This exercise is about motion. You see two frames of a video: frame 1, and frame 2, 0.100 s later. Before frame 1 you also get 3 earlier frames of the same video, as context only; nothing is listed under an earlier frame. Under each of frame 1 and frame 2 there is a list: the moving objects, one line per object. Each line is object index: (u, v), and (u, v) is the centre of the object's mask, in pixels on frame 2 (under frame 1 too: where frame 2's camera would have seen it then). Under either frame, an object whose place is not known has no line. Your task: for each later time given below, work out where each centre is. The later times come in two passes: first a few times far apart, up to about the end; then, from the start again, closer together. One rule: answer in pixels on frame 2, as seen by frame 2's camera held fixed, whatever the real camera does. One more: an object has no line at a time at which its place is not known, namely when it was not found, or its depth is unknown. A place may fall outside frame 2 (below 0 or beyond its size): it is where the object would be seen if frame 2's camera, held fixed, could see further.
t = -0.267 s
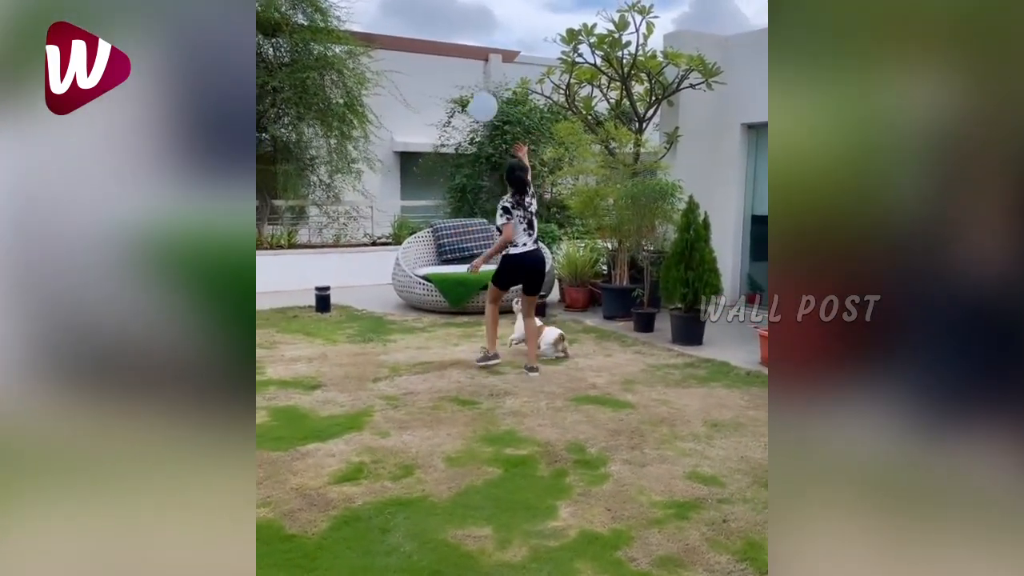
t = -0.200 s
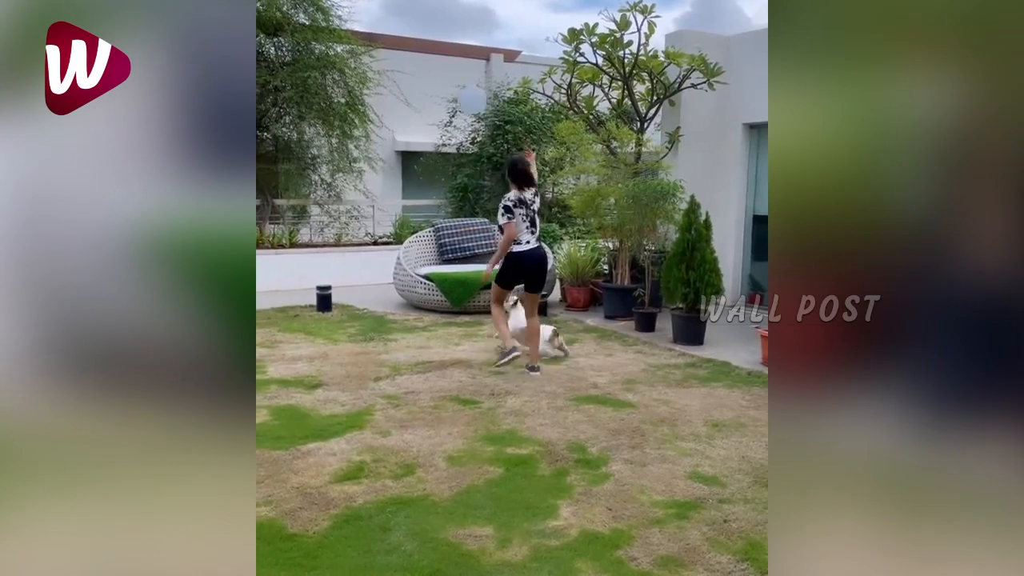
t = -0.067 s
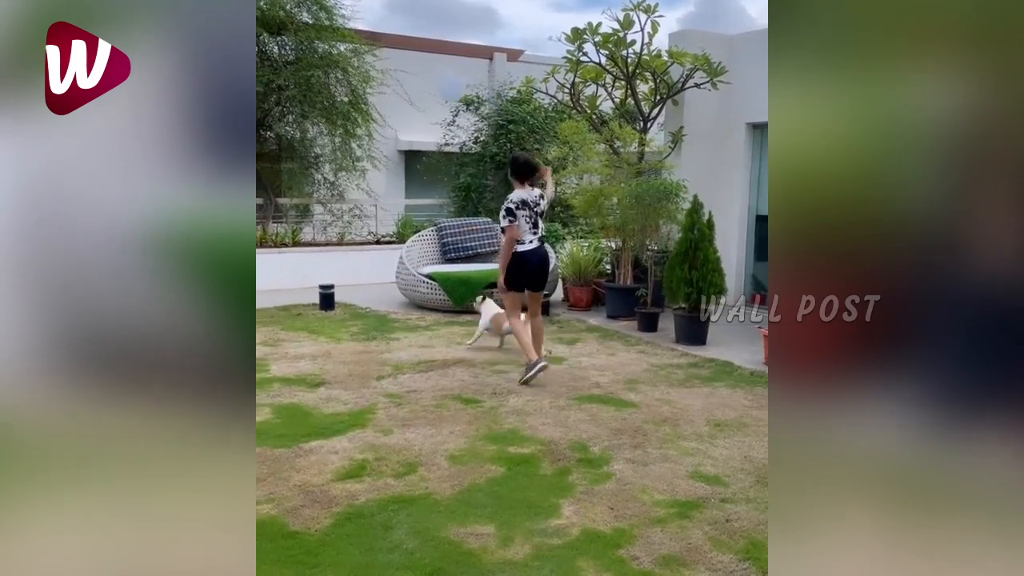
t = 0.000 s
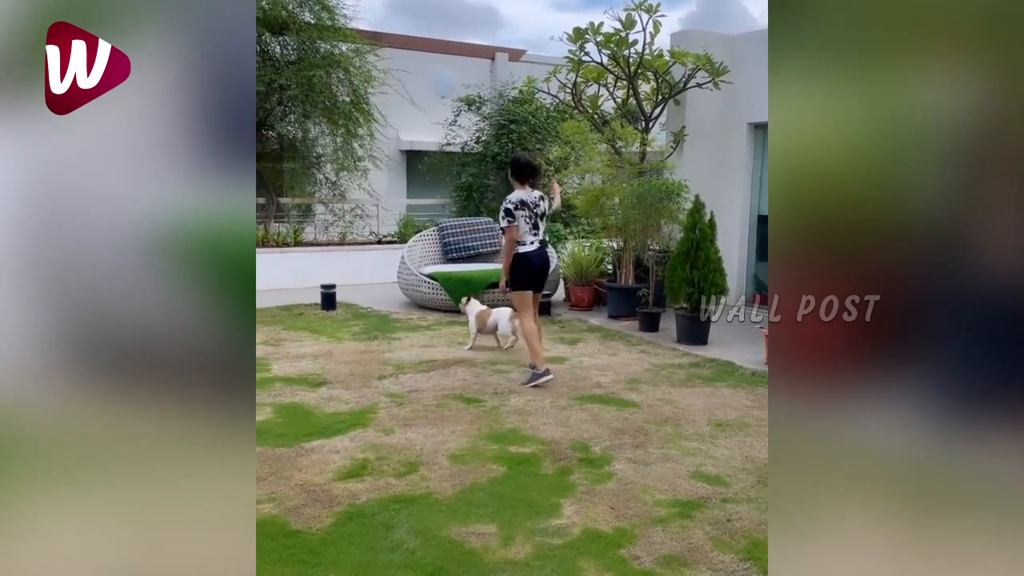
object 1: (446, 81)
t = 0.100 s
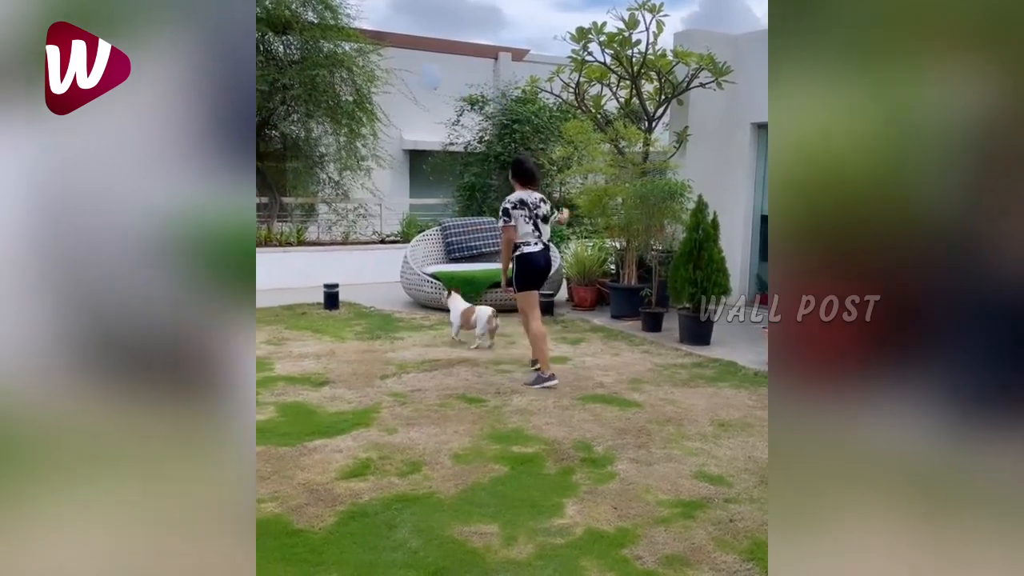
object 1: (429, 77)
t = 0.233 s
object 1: (404, 70)
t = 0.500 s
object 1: (359, 75)
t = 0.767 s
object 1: (319, 87)
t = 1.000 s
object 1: (291, 99)
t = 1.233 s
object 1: (268, 111)
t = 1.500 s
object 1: (248, 124)
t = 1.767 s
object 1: (244, 138)
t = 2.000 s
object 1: (243, 153)
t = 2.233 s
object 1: (244, 168)
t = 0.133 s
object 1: (421, 75)
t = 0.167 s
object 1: (415, 73)
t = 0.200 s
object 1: (409, 72)
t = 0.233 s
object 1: (404, 70)
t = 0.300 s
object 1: (392, 71)
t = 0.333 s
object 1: (385, 71)
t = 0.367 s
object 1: (380, 70)
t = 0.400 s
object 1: (375, 71)
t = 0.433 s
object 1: (371, 72)
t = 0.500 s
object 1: (359, 75)
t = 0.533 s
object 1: (354, 76)
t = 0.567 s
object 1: (349, 77)
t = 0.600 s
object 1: (344, 79)
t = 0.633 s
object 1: (339, 80)
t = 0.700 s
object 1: (329, 84)
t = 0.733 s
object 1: (324, 85)
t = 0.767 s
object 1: (319, 87)
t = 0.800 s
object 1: (315, 88)
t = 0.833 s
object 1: (310, 90)
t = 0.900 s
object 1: (302, 93)
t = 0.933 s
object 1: (298, 95)
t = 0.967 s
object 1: (295, 97)
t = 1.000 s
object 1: (291, 99)
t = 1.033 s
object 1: (288, 101)
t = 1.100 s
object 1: (281, 105)
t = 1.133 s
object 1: (278, 107)
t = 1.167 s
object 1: (275, 108)
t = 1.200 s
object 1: (272, 110)
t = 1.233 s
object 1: (268, 111)
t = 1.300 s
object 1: (261, 114)
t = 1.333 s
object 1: (259, 116)
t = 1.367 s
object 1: (256, 118)
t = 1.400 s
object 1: (254, 119)
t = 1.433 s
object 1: (251, 121)
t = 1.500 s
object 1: (248, 124)
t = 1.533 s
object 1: (247, 126)
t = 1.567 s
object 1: (246, 127)
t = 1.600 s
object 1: (245, 129)
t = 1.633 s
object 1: (244, 131)
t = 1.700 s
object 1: (244, 134)
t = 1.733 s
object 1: (244, 136)
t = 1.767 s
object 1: (244, 138)
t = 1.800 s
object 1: (244, 140)
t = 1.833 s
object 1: (244, 142)
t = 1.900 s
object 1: (244, 146)
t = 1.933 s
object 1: (243, 149)
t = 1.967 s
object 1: (243, 151)
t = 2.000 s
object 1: (243, 153)
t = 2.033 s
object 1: (243, 156)
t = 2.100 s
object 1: (243, 160)
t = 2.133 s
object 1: (243, 162)
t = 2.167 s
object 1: (244, 164)
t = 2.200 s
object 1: (244, 166)
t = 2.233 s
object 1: (244, 168)
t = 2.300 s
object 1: (244, 171)
